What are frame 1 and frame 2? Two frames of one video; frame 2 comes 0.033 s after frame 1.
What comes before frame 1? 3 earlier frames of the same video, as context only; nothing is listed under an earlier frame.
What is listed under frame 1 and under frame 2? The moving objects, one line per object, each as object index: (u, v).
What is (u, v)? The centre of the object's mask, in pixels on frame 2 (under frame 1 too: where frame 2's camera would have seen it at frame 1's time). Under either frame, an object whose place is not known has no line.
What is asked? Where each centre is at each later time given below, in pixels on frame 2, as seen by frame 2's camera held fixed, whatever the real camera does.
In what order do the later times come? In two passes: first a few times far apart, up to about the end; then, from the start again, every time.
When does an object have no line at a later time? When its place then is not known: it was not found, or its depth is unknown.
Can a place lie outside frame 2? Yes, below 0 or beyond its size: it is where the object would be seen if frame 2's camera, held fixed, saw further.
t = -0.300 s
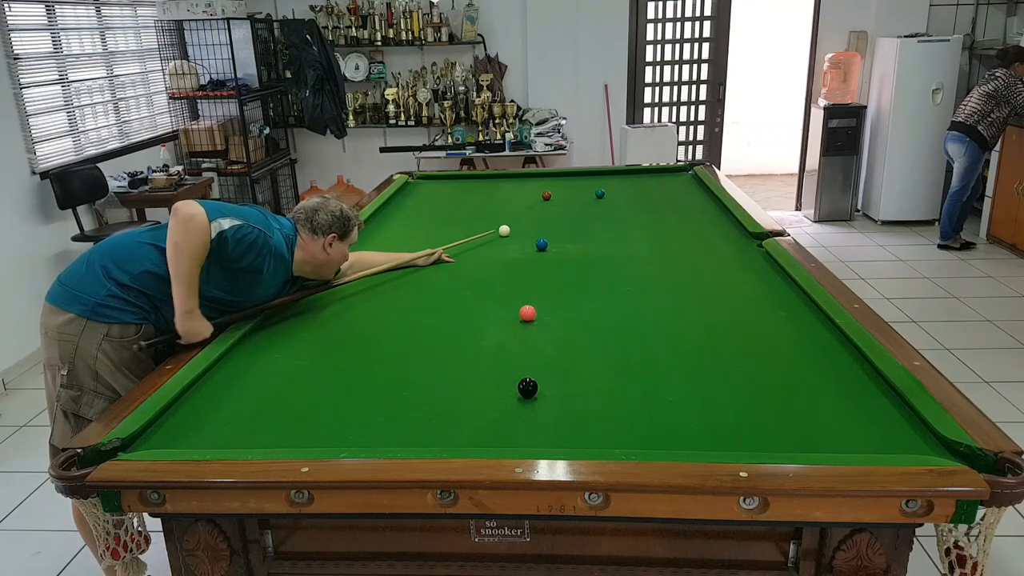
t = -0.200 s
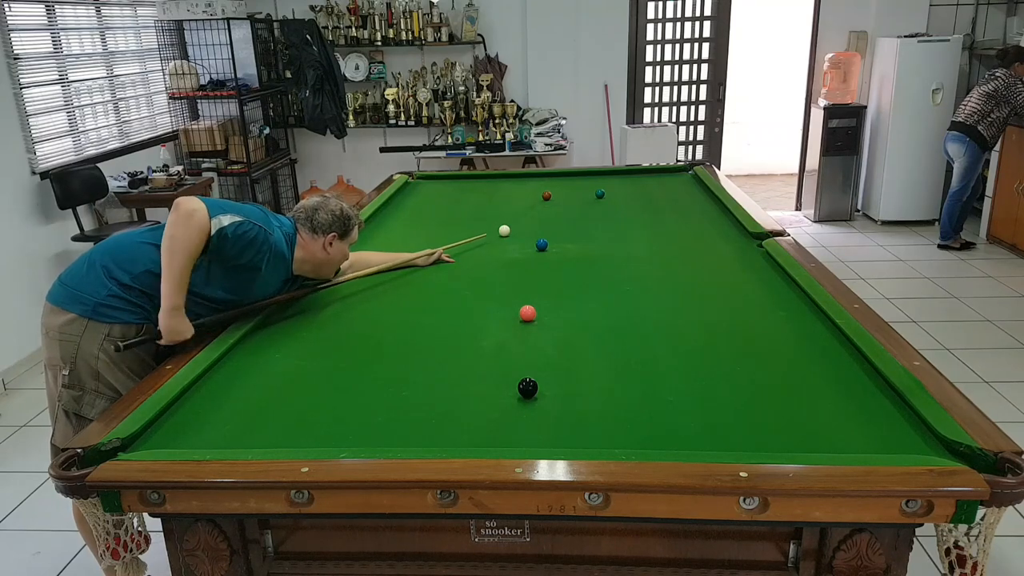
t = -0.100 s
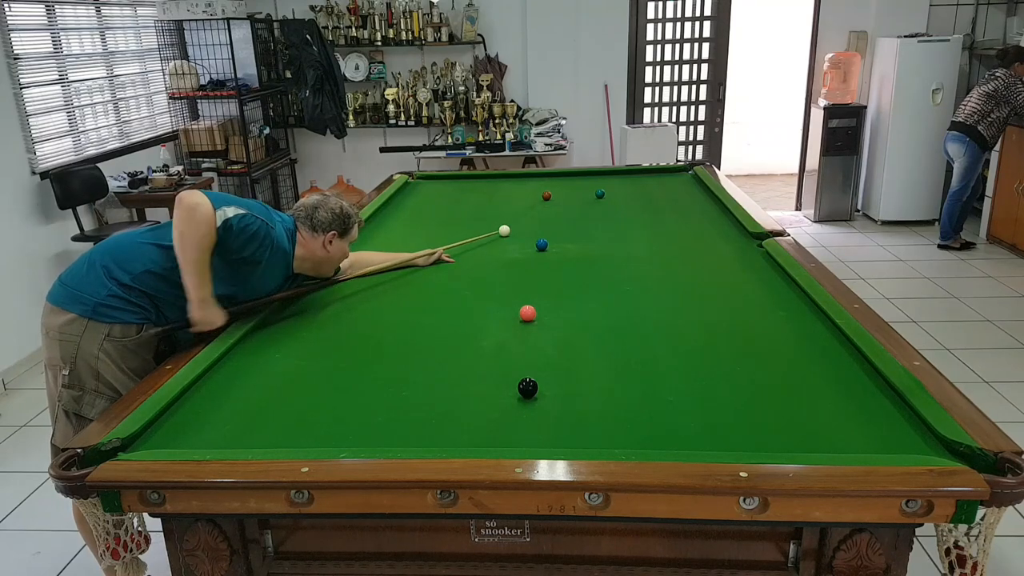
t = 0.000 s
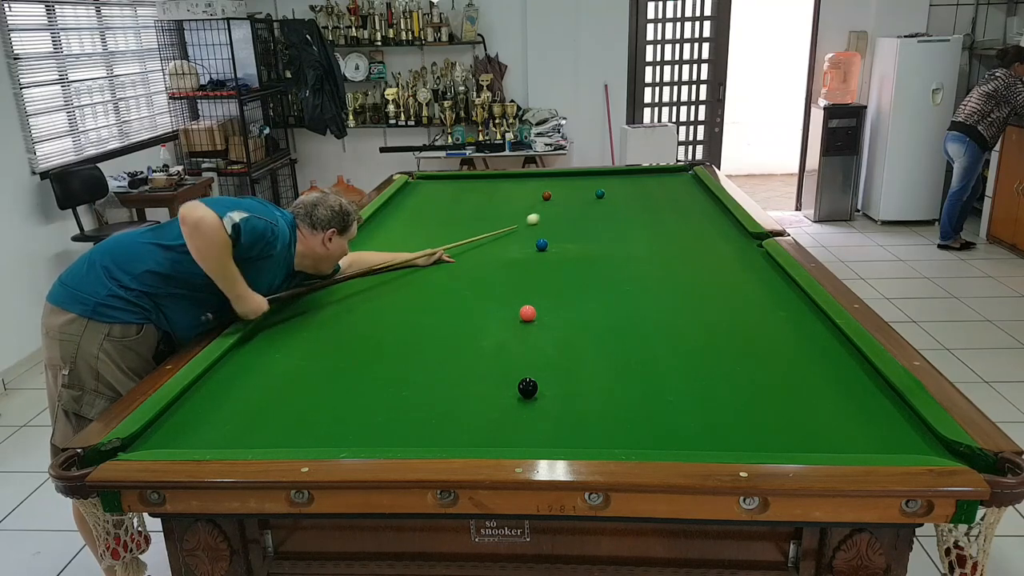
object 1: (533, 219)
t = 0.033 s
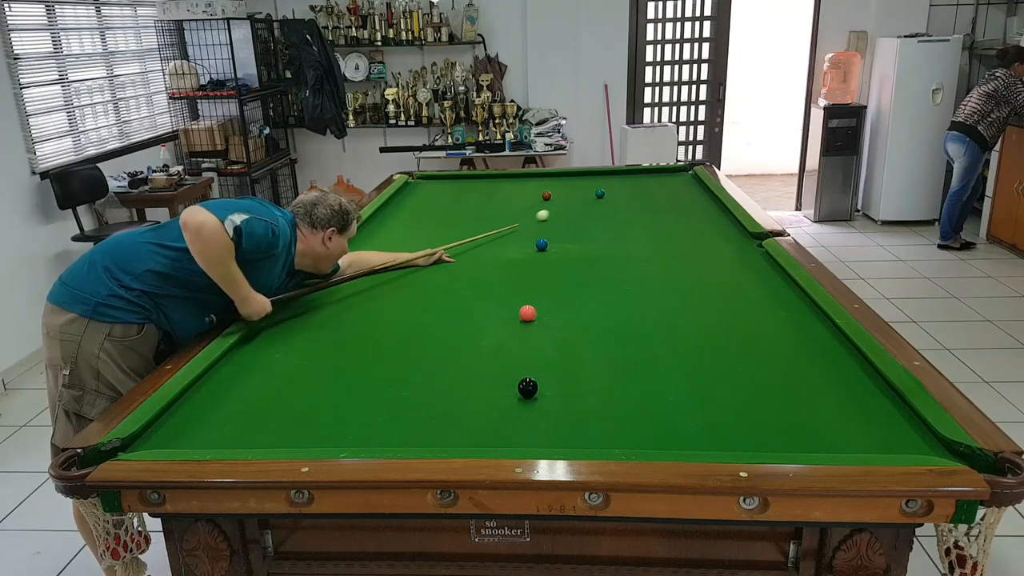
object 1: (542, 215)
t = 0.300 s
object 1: (592, 194)
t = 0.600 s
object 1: (593, 188)
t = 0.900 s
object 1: (597, 181)
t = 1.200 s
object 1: (600, 175)
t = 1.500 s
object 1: (603, 173)
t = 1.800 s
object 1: (607, 176)
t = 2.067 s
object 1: (610, 179)
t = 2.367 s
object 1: (614, 183)
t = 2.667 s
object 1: (618, 185)
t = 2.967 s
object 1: (621, 188)
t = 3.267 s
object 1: (623, 191)
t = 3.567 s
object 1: (625, 193)
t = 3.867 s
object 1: (626, 195)
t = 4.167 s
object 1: (627, 196)
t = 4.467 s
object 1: (627, 197)
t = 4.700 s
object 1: (627, 198)
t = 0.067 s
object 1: (551, 212)
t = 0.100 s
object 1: (560, 208)
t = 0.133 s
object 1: (567, 205)
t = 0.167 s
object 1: (575, 202)
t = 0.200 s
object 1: (582, 199)
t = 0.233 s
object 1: (589, 197)
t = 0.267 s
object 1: (593, 195)
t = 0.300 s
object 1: (592, 194)
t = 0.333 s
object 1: (591, 194)
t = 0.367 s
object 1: (591, 193)
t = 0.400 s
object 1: (590, 193)
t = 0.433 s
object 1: (591, 192)
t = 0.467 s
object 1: (591, 191)
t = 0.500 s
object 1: (592, 190)
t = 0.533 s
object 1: (592, 189)
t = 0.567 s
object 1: (593, 189)
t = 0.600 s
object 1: (593, 188)
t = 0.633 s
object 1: (593, 187)
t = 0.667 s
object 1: (594, 186)
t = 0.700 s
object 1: (594, 186)
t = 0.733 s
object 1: (595, 185)
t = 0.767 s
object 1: (595, 184)
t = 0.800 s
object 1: (595, 183)
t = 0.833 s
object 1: (596, 183)
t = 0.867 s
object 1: (596, 182)
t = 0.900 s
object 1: (597, 181)
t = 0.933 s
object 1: (597, 181)
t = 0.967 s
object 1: (597, 180)
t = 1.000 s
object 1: (598, 179)
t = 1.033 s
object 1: (598, 178)
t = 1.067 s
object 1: (598, 178)
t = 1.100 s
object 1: (599, 178)
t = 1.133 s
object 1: (599, 177)
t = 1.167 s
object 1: (600, 176)
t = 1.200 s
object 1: (600, 175)
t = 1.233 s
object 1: (600, 175)
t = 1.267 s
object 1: (600, 174)
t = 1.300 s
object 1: (601, 174)
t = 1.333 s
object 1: (601, 173)
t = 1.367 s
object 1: (602, 172)
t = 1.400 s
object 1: (602, 172)
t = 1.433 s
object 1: (602, 172)
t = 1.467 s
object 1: (602, 173)
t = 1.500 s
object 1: (603, 173)
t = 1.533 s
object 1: (604, 173)
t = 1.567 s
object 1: (604, 174)
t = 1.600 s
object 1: (604, 174)
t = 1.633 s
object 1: (605, 174)
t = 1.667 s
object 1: (605, 175)
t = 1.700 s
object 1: (606, 175)
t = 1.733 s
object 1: (606, 175)
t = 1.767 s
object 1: (607, 176)
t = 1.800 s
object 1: (607, 176)
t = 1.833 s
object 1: (608, 177)
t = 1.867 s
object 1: (608, 177)
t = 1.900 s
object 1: (608, 177)
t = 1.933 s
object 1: (609, 178)
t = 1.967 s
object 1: (609, 178)
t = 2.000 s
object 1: (610, 179)
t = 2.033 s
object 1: (610, 179)
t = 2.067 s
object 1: (610, 179)
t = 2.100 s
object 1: (611, 180)
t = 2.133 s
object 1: (611, 180)
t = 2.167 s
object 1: (612, 180)
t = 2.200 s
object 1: (612, 181)
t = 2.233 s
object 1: (613, 181)
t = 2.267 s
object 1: (613, 181)
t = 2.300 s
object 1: (614, 182)
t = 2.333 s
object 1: (614, 182)
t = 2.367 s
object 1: (614, 183)
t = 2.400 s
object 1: (615, 183)
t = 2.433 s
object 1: (615, 183)
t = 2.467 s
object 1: (615, 184)
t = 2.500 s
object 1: (616, 184)
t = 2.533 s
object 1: (616, 184)
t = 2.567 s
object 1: (617, 184)
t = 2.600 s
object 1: (617, 185)
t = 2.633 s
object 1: (618, 185)
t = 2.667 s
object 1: (618, 185)
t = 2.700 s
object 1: (618, 186)
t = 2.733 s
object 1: (619, 186)
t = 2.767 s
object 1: (619, 186)
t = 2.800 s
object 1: (619, 187)
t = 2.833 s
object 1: (620, 187)
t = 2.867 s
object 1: (620, 187)
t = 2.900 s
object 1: (620, 188)
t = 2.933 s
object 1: (621, 188)
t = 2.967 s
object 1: (621, 188)
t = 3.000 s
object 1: (621, 188)
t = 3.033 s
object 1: (622, 189)
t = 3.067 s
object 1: (622, 189)
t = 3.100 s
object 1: (622, 189)
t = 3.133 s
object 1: (622, 190)
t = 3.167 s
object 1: (623, 190)
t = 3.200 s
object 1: (623, 190)
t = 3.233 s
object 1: (623, 190)
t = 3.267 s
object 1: (623, 191)
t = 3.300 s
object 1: (624, 191)
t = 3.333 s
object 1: (624, 191)
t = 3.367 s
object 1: (624, 191)
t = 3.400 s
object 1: (624, 192)
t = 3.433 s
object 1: (625, 192)
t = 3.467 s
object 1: (625, 192)
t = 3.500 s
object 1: (625, 192)
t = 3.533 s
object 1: (625, 193)
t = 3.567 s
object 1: (625, 193)
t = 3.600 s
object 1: (625, 193)
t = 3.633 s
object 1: (626, 193)
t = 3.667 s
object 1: (626, 194)
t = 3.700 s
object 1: (626, 194)
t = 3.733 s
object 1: (626, 194)
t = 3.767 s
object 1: (626, 194)
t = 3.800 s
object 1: (626, 194)
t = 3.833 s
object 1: (626, 194)
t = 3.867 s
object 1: (626, 195)
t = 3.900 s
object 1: (626, 195)
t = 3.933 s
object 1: (626, 195)
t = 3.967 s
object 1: (627, 195)
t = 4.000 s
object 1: (627, 195)
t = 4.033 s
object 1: (627, 196)
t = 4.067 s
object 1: (627, 196)
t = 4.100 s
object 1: (627, 196)
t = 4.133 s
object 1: (627, 196)
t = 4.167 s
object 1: (627, 196)
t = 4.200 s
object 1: (627, 197)
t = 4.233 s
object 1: (627, 197)
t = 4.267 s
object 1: (627, 197)
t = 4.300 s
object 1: (627, 197)
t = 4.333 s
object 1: (627, 197)
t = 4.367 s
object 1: (627, 197)
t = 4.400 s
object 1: (627, 197)
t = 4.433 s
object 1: (627, 197)
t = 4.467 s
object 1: (627, 197)
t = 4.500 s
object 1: (627, 198)
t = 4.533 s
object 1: (627, 198)
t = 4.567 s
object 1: (627, 198)
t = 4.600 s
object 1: (627, 198)
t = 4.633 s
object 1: (627, 198)
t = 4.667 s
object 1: (627, 198)
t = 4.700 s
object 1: (627, 198)
